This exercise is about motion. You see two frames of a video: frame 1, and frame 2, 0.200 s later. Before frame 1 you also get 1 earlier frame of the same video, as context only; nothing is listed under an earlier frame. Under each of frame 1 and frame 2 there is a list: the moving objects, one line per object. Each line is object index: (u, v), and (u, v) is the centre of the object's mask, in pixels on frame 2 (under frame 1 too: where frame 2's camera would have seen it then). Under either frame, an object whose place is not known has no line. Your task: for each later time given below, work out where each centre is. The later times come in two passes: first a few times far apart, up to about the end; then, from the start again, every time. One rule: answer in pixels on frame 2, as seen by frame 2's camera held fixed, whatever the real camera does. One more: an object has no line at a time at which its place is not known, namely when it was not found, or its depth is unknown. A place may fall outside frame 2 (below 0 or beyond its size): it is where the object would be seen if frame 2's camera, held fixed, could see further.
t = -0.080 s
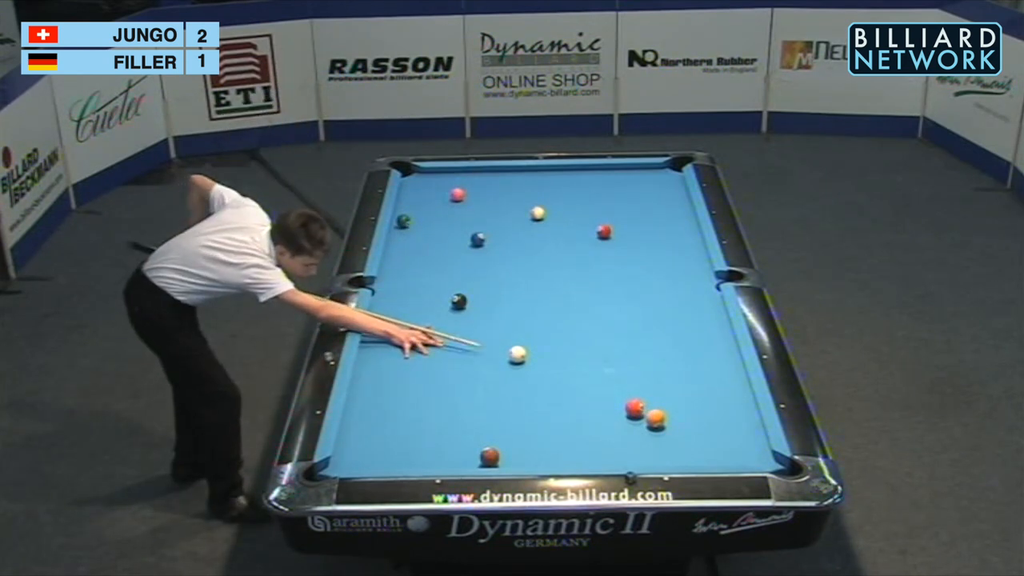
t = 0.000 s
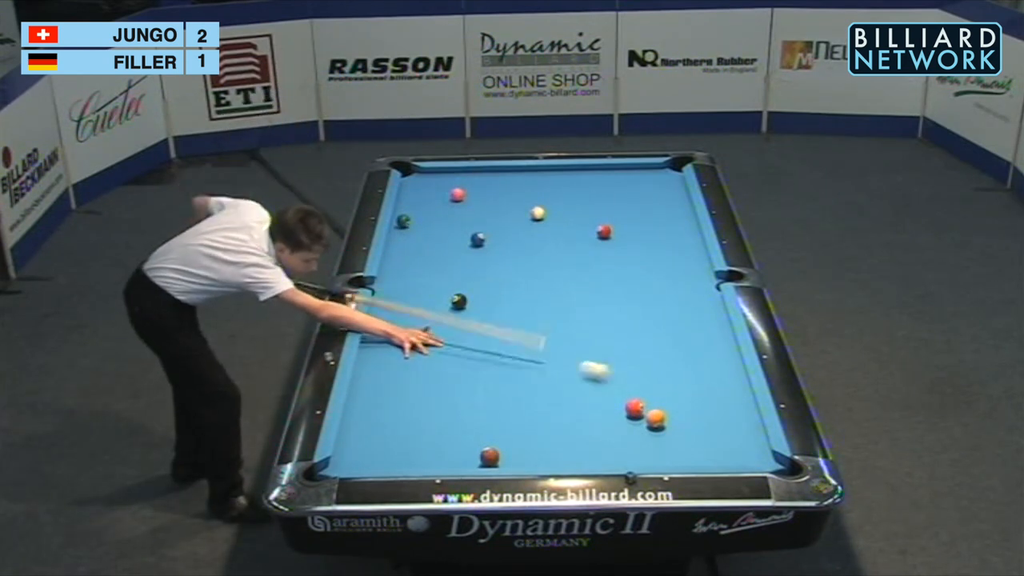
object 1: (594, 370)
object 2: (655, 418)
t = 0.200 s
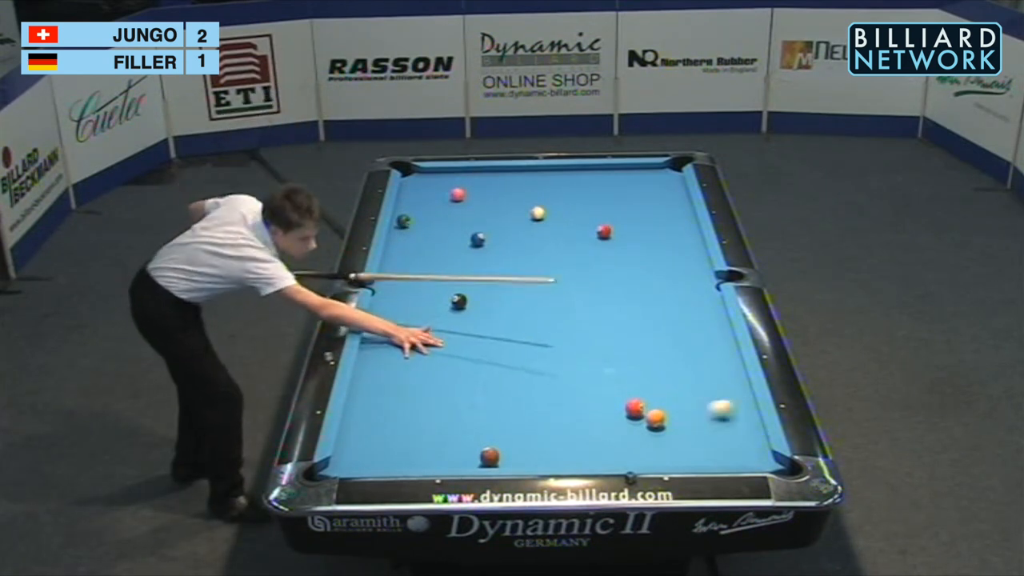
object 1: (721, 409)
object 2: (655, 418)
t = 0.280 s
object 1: (673, 416)
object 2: (651, 418)
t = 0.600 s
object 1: (662, 412)
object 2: (483, 443)
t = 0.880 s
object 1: (654, 409)
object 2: (355, 463)
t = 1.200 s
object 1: (652, 407)
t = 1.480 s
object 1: (652, 406)
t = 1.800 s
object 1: (652, 406)
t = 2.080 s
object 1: (652, 406)
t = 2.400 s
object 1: (652, 406)
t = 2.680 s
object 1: (652, 406)
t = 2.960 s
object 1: (651, 406)
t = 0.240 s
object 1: (694, 413)
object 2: (655, 418)
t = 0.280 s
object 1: (673, 416)
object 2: (651, 418)
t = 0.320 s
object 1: (672, 416)
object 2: (627, 422)
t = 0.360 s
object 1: (670, 415)
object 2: (603, 426)
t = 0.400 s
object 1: (668, 415)
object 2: (581, 430)
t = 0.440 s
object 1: (667, 414)
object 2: (559, 433)
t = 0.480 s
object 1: (666, 414)
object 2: (539, 436)
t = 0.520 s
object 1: (664, 413)
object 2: (520, 439)
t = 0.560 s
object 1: (663, 412)
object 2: (502, 442)
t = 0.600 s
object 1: (662, 412)
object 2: (483, 443)
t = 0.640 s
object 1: (661, 412)
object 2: (465, 448)
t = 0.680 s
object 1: (660, 411)
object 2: (447, 451)
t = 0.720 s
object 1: (658, 411)
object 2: (429, 454)
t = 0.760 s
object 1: (657, 410)
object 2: (411, 457)
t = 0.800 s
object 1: (656, 410)
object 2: (393, 459)
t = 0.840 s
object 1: (655, 409)
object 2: (374, 461)
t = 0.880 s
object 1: (654, 409)
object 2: (355, 463)
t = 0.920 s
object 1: (654, 409)
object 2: (338, 467)
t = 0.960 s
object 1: (653, 409)
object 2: (319, 473)
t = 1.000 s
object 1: (653, 408)
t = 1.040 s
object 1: (652, 408)
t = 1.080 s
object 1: (652, 408)
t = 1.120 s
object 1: (652, 407)
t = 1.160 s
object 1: (652, 407)
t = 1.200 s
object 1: (652, 407)
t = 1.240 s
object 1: (652, 407)
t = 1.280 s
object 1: (652, 406)
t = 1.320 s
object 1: (652, 406)
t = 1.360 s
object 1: (652, 406)
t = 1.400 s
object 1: (652, 406)
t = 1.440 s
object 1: (652, 406)
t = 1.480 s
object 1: (652, 406)
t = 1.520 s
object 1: (652, 406)
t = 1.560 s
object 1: (652, 406)
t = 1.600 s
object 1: (652, 406)
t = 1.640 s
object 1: (652, 406)
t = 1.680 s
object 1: (652, 406)
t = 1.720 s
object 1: (652, 406)
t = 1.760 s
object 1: (652, 406)
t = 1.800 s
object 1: (652, 406)
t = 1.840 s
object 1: (652, 406)
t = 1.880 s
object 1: (652, 406)
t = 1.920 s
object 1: (652, 406)
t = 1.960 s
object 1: (652, 406)
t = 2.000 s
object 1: (652, 406)
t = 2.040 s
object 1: (652, 406)
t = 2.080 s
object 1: (652, 406)
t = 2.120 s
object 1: (652, 406)
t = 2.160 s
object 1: (652, 406)
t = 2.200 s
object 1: (652, 406)
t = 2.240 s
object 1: (652, 406)
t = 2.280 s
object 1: (652, 406)
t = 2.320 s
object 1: (652, 406)
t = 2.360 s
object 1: (652, 406)
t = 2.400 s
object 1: (652, 406)
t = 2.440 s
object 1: (652, 406)
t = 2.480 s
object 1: (652, 406)
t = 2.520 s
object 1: (652, 406)
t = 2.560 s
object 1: (652, 406)
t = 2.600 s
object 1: (652, 406)
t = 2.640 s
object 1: (652, 406)
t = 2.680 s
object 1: (652, 406)
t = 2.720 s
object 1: (652, 406)
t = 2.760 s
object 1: (652, 406)
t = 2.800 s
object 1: (652, 406)
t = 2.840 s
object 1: (652, 406)
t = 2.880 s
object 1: (652, 406)
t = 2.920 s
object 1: (651, 406)
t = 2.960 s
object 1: (651, 406)
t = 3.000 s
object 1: (652, 406)
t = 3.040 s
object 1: (652, 406)
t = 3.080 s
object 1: (651, 406)
